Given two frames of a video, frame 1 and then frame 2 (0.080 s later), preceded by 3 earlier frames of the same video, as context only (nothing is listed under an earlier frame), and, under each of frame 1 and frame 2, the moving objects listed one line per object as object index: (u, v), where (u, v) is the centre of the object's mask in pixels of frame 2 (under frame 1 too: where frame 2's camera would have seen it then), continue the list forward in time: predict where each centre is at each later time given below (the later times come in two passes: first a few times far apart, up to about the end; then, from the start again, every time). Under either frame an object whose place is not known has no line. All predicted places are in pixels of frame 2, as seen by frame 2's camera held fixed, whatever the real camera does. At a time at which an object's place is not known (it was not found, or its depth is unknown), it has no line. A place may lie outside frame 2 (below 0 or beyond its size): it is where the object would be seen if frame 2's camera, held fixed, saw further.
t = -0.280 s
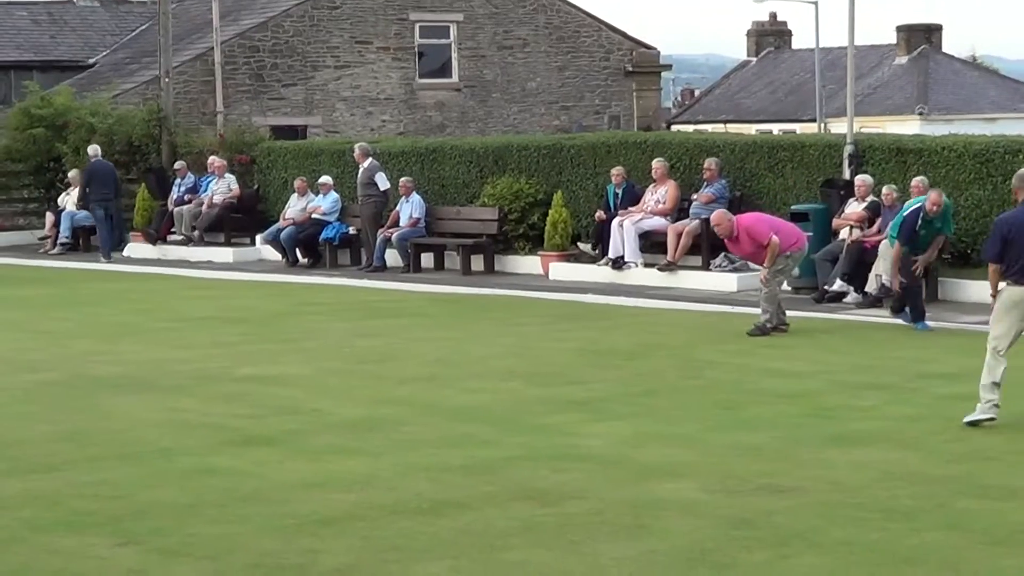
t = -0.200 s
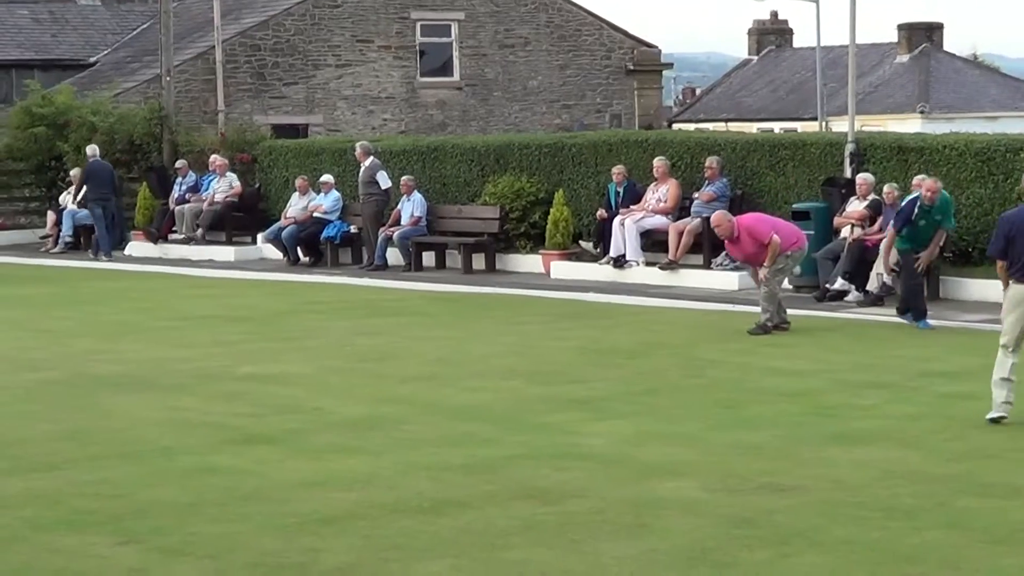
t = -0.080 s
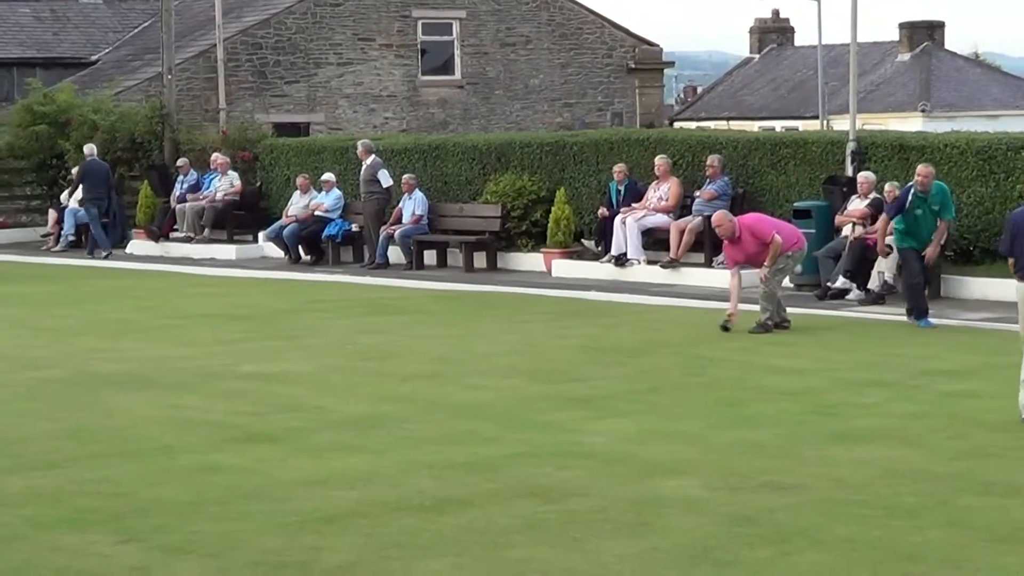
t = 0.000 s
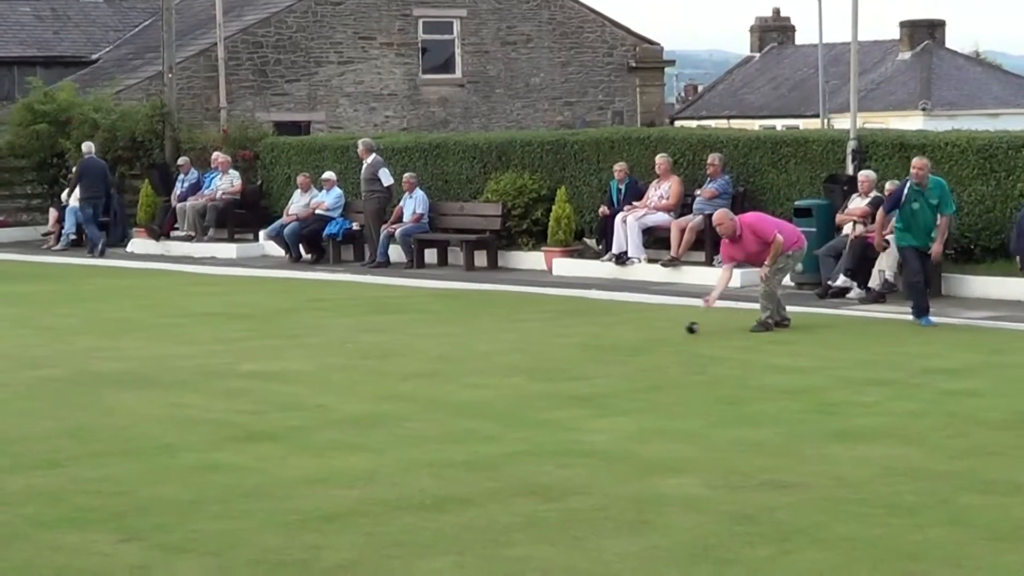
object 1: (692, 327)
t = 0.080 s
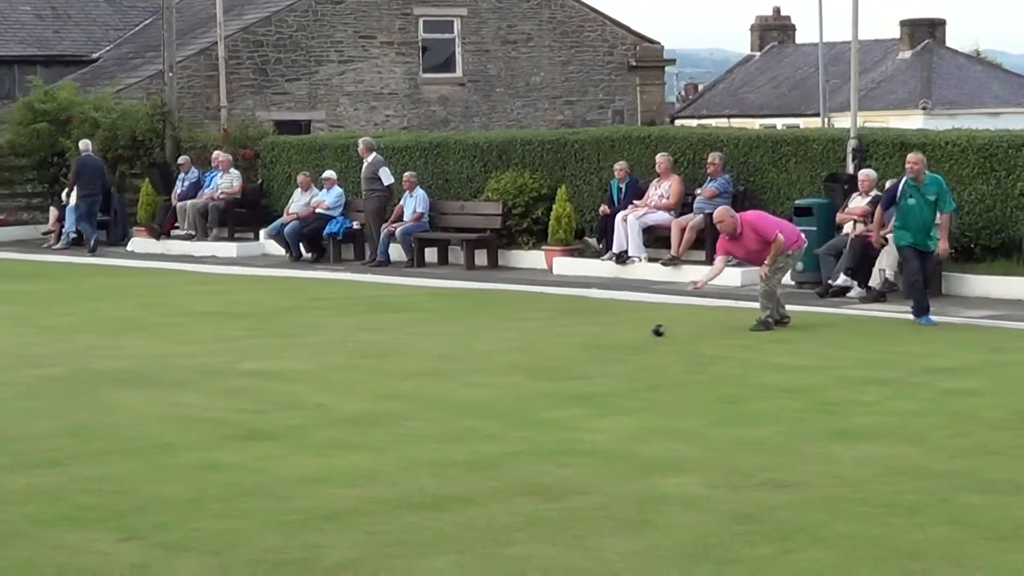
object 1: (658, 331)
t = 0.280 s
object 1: (582, 337)
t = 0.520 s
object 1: (489, 345)
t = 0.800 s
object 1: (375, 356)
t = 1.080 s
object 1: (255, 368)
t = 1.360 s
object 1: (131, 380)
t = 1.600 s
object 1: (22, 391)
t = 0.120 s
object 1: (642, 332)
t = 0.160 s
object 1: (627, 334)
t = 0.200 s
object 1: (612, 335)
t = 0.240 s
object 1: (597, 336)
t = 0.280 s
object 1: (582, 337)
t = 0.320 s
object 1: (566, 339)
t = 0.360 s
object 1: (551, 340)
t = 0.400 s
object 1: (536, 341)
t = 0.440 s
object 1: (520, 343)
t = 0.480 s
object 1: (504, 344)
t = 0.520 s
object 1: (489, 345)
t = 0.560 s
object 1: (473, 347)
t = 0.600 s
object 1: (457, 348)
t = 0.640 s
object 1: (441, 350)
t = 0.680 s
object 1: (425, 351)
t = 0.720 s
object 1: (408, 353)
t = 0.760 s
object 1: (392, 355)
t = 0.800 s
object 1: (375, 356)
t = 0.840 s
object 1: (358, 358)
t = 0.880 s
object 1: (341, 360)
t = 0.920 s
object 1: (324, 362)
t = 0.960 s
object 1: (307, 363)
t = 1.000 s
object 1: (290, 365)
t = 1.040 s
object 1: (273, 366)
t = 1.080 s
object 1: (255, 368)
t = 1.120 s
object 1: (238, 369)
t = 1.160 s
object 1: (220, 371)
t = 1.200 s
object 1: (203, 373)
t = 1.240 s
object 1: (185, 375)
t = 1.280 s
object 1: (167, 376)
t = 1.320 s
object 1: (149, 379)
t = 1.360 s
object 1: (131, 380)
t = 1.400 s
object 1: (113, 382)
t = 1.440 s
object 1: (94, 384)
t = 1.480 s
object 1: (76, 386)
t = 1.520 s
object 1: (57, 388)
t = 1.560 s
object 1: (39, 390)
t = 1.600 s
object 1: (22, 391)
